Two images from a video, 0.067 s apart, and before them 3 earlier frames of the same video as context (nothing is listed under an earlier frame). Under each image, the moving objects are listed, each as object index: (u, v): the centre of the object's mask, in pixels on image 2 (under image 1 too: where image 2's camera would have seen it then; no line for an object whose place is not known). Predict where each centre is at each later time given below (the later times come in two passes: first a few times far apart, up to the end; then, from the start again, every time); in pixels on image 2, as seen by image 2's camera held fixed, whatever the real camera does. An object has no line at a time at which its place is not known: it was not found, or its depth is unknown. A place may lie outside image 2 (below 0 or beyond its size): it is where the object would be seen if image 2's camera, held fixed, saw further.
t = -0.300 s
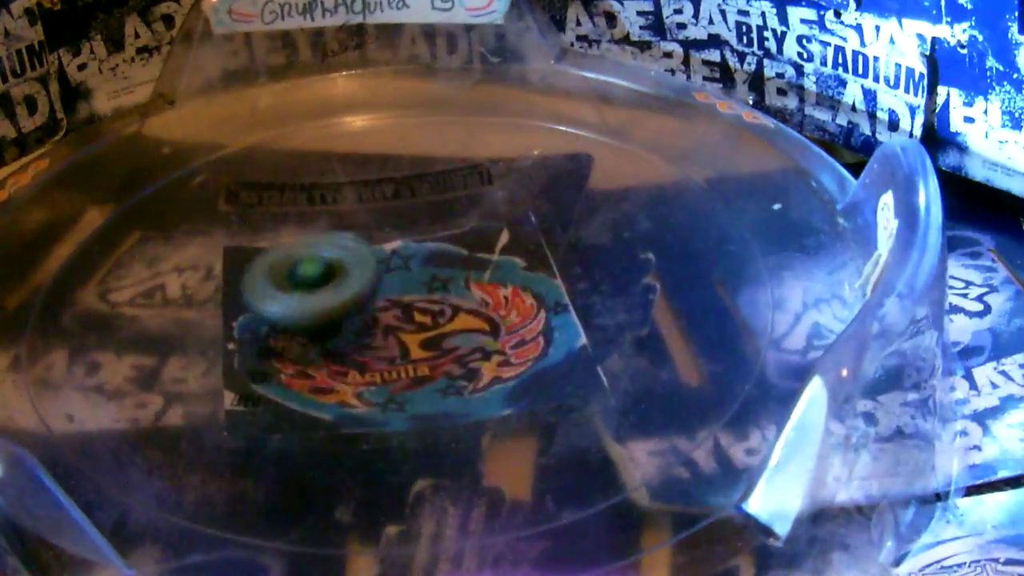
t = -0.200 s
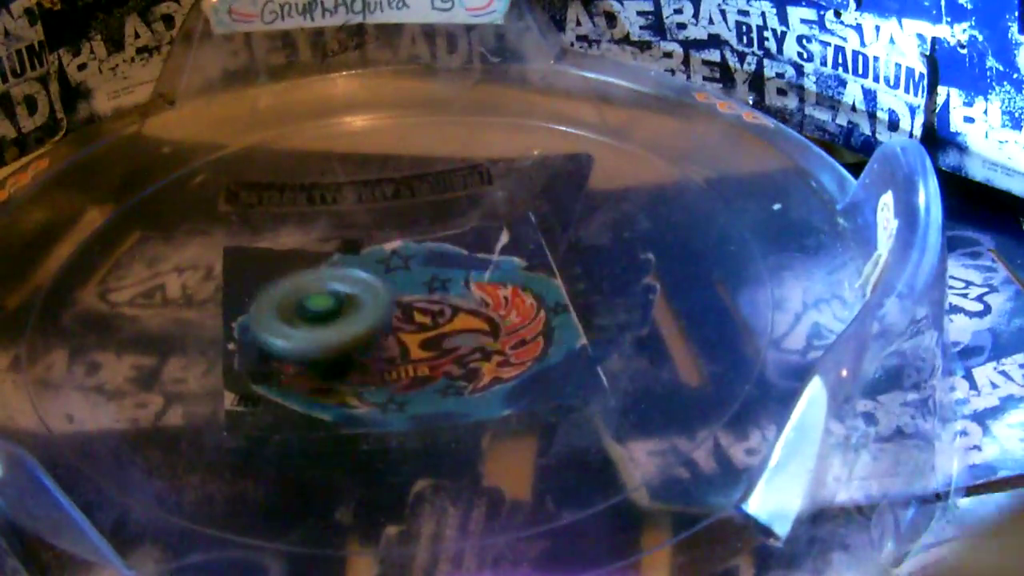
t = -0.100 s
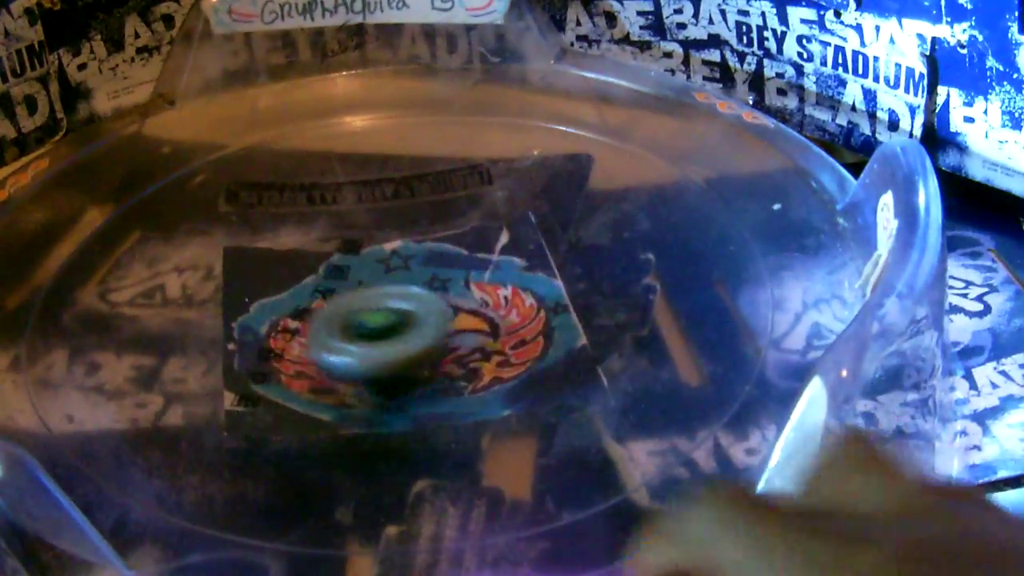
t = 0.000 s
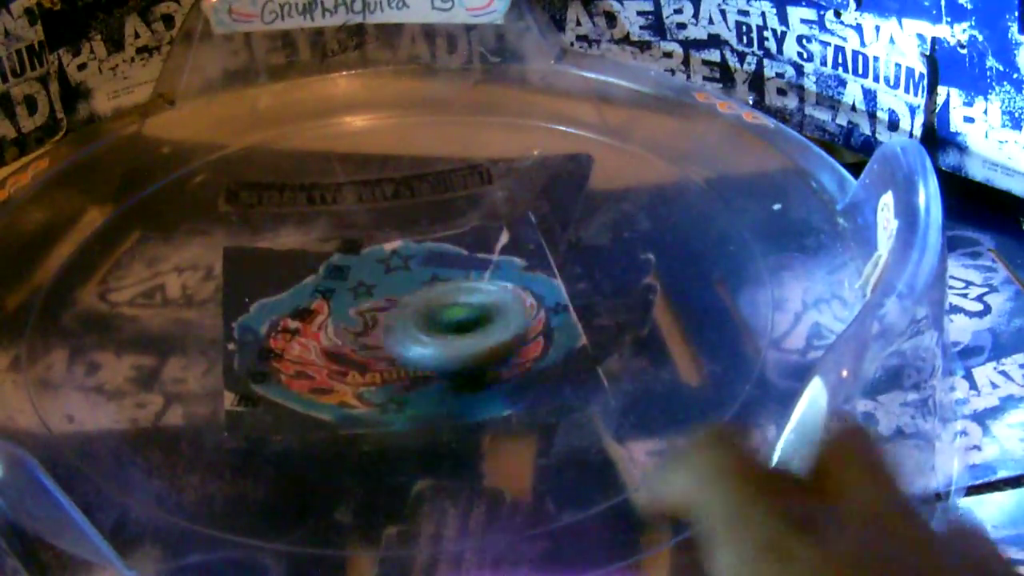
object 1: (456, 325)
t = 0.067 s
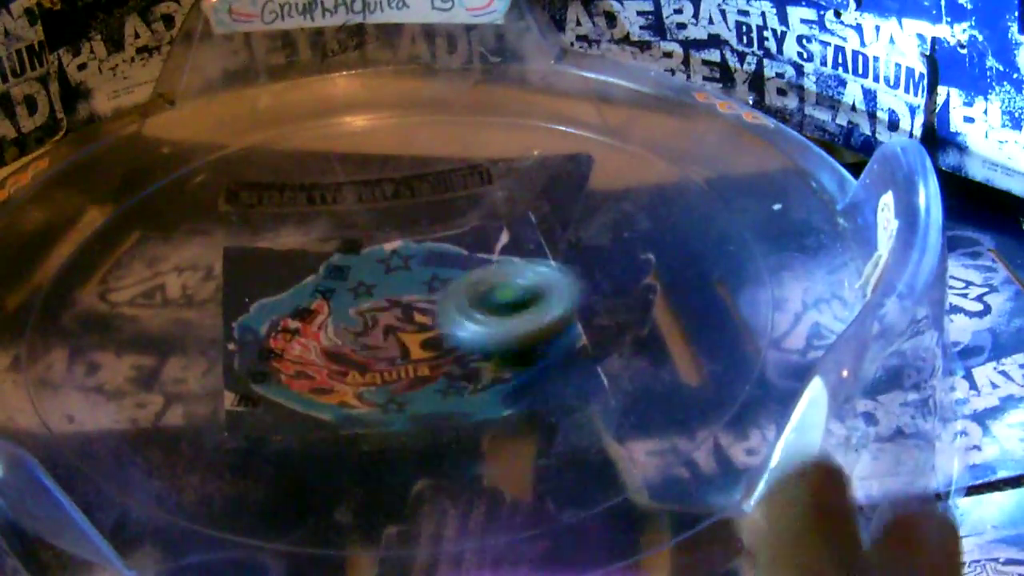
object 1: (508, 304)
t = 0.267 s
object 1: (498, 219)
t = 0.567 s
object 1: (277, 212)
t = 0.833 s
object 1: (303, 304)
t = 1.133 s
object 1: (520, 223)
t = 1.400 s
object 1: (403, 176)
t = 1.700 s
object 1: (319, 270)
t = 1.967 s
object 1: (539, 259)
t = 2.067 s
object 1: (559, 217)
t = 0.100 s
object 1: (524, 291)
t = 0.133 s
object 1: (531, 277)
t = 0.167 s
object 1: (534, 260)
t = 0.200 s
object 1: (527, 244)
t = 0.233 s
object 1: (517, 230)
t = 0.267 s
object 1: (498, 219)
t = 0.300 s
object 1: (480, 209)
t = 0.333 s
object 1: (457, 202)
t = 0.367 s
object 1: (432, 196)
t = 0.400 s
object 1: (402, 192)
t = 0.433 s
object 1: (375, 192)
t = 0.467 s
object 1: (348, 194)
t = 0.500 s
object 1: (321, 197)
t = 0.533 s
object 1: (298, 204)
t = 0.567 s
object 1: (277, 212)
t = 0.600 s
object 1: (264, 222)
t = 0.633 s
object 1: (250, 233)
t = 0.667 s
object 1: (243, 247)
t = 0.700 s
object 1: (240, 260)
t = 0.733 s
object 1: (246, 274)
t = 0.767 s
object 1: (258, 286)
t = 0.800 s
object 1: (277, 296)
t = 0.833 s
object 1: (303, 304)
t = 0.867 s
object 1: (339, 309)
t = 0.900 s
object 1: (372, 311)
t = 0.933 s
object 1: (401, 308)
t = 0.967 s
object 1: (441, 299)
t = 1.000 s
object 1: (467, 287)
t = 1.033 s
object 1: (492, 272)
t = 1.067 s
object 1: (507, 256)
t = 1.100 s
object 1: (517, 238)
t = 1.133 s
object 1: (520, 223)
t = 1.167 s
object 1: (519, 209)
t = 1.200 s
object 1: (513, 199)
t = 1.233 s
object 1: (504, 190)
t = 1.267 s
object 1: (488, 181)
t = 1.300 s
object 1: (471, 176)
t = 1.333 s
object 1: (448, 173)
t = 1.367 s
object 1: (428, 173)
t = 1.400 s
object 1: (403, 176)
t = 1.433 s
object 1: (380, 180)
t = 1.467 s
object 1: (356, 186)
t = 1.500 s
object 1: (333, 195)
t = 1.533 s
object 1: (315, 207)
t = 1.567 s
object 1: (303, 219)
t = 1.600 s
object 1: (297, 234)
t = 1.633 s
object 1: (298, 247)
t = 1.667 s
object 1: (304, 257)
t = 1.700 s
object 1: (319, 270)
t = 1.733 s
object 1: (340, 280)
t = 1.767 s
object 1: (366, 288)
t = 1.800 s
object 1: (396, 293)
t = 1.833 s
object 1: (429, 293)
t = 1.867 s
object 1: (461, 289)
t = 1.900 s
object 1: (492, 283)
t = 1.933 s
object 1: (519, 271)
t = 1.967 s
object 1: (539, 259)
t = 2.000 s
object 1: (553, 246)
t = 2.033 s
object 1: (560, 230)
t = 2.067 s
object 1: (559, 217)
